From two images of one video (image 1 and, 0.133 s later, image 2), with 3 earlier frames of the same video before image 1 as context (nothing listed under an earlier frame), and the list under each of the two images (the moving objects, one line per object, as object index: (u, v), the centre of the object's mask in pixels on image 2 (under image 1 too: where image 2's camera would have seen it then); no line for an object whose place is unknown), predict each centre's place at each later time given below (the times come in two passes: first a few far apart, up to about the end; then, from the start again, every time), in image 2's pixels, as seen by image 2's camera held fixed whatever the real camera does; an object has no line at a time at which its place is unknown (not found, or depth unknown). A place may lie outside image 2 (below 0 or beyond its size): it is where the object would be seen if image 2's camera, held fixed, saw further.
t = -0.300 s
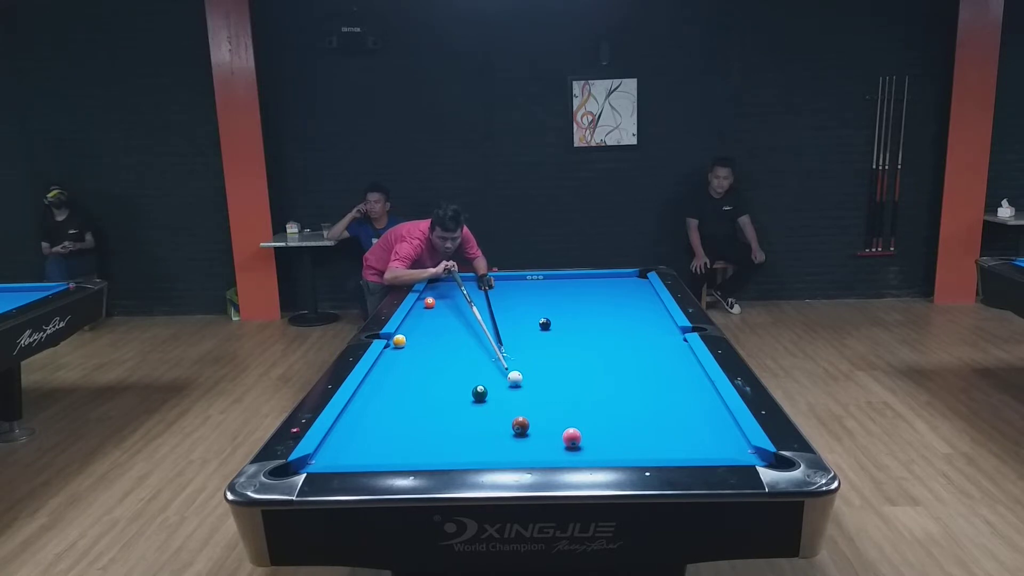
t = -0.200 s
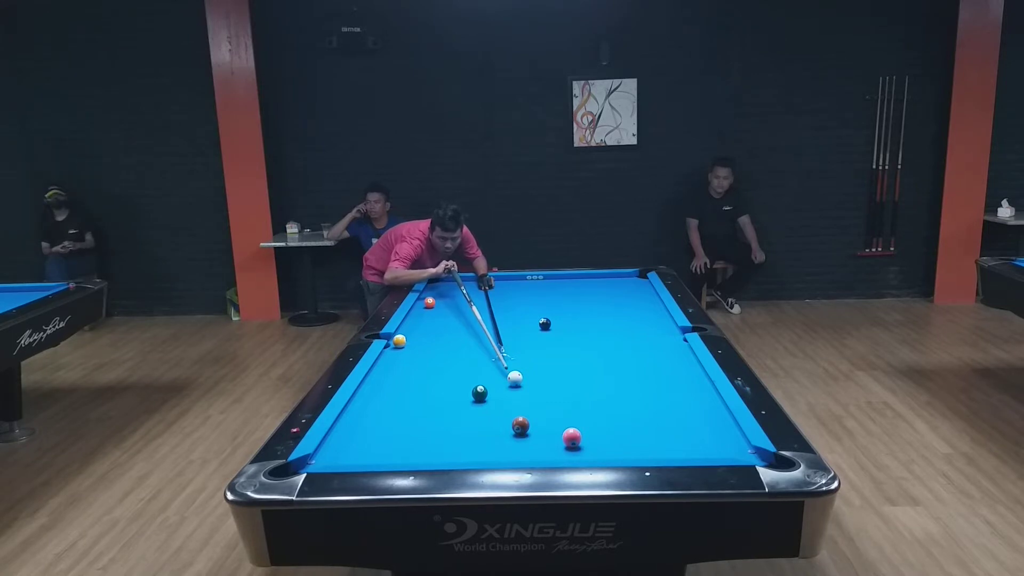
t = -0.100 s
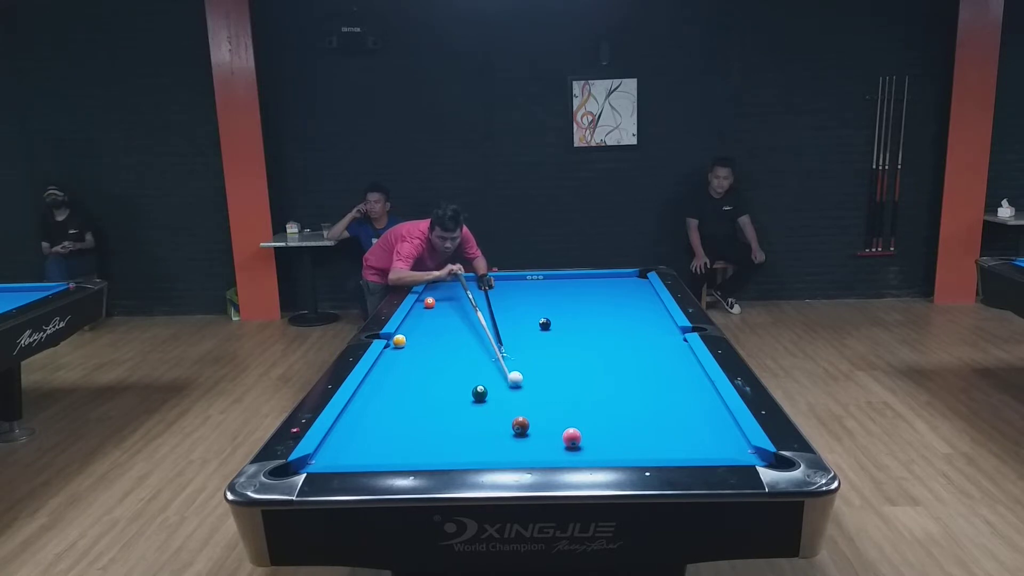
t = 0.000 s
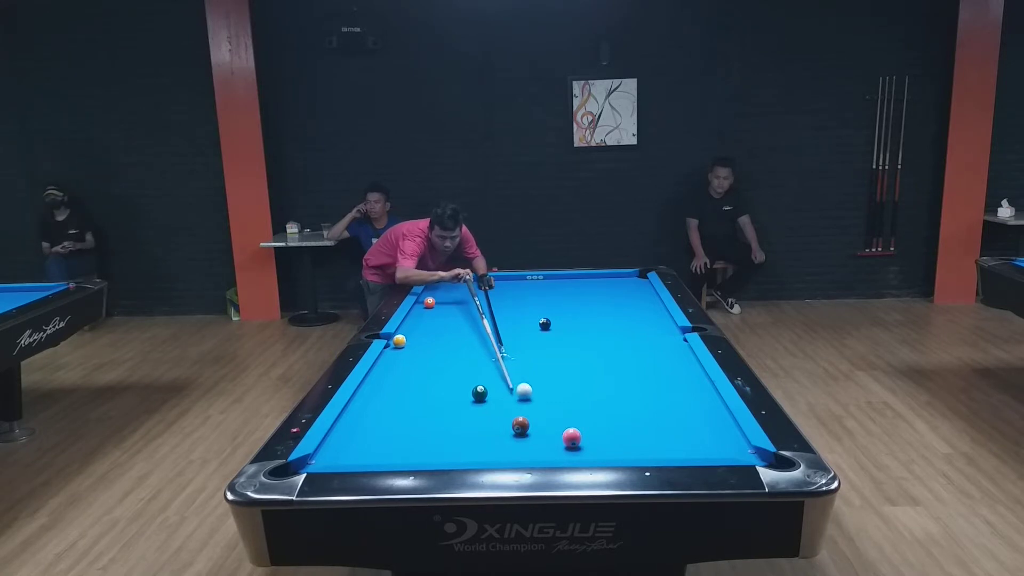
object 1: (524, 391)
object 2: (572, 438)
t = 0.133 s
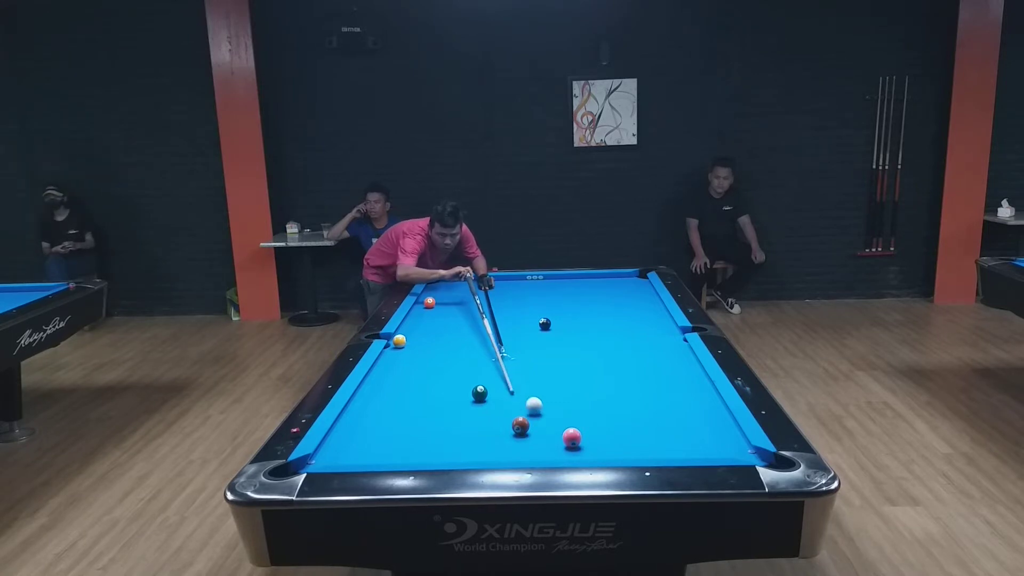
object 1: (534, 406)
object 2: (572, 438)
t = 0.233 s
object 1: (540, 416)
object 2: (572, 438)
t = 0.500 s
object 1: (550, 447)
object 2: (579, 438)
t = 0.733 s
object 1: (532, 451)
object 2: (597, 438)
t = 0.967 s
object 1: (506, 439)
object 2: (613, 439)
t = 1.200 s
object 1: (483, 427)
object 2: (628, 439)
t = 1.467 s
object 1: (459, 415)
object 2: (643, 439)
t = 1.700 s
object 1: (441, 407)
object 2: (655, 440)
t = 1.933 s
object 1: (424, 398)
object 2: (665, 440)
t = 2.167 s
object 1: (409, 391)
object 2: (674, 441)
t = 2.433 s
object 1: (394, 384)
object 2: (683, 441)
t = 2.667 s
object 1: (382, 378)
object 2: (689, 441)
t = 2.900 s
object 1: (376, 373)
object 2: (694, 441)
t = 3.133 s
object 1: (385, 370)
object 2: (697, 441)
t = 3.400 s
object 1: (394, 367)
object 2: (698, 441)
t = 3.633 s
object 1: (401, 364)
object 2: (699, 441)
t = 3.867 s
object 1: (408, 362)
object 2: (699, 441)
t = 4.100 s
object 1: (413, 360)
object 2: (699, 442)
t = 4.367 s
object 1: (418, 359)
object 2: (699, 441)
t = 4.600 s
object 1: (422, 357)
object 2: (699, 442)
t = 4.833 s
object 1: (424, 356)
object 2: (699, 442)
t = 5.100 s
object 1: (426, 355)
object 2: (699, 442)
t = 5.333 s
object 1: (427, 355)
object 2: (699, 442)
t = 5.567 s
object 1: (427, 354)
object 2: (699, 442)
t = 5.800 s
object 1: (428, 355)
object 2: (699, 442)
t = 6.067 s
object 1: (428, 355)
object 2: (699, 442)
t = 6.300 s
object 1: (428, 355)
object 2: (699, 442)
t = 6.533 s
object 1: (428, 354)
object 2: (699, 442)
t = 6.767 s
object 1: (428, 354)
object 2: (699, 442)
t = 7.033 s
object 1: (428, 354)
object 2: (699, 442)
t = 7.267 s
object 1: (428, 355)
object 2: (699, 442)
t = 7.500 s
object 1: (427, 355)
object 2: (699, 442)
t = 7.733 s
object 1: (427, 355)
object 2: (699, 442)
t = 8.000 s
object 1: (428, 354)
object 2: (699, 442)
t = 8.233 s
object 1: (428, 354)
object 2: (699, 442)
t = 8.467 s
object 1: (428, 354)
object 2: (699, 442)
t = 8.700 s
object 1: (428, 354)
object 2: (699, 442)
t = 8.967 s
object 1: (428, 354)
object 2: (699, 442)
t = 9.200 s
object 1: (428, 354)
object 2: (699, 442)
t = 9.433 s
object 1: (428, 354)
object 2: (699, 442)
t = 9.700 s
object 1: (428, 354)
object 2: (699, 442)
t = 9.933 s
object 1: (428, 354)
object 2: (699, 442)
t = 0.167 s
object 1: (536, 409)
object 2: (572, 438)
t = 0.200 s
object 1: (538, 412)
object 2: (572, 438)
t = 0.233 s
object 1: (540, 416)
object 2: (572, 438)
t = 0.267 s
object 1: (542, 420)
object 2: (572, 438)
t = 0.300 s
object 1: (545, 423)
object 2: (572, 438)
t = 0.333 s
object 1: (547, 427)
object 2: (572, 438)
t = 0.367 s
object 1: (550, 430)
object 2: (572, 438)
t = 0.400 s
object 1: (552, 435)
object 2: (572, 438)
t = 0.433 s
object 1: (552, 439)
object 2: (574, 438)
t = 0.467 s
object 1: (551, 442)
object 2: (577, 438)
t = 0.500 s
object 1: (550, 447)
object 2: (579, 438)
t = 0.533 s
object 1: (549, 450)
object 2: (582, 438)
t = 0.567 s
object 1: (548, 452)
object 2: (584, 438)
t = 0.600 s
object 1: (547, 455)
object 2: (587, 438)
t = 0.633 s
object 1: (544, 454)
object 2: (589, 438)
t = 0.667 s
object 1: (540, 453)
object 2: (592, 438)
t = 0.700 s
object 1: (536, 452)
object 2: (594, 438)
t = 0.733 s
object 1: (532, 451)
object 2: (597, 438)
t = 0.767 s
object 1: (528, 450)
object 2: (599, 438)
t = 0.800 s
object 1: (524, 449)
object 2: (601, 438)
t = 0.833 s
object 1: (521, 447)
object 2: (604, 438)
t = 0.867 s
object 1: (517, 445)
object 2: (606, 438)
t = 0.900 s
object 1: (513, 442)
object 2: (608, 438)
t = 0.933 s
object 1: (509, 441)
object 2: (611, 439)
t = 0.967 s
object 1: (506, 439)
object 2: (613, 439)
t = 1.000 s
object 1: (503, 438)
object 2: (615, 439)
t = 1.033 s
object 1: (499, 435)
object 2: (617, 439)
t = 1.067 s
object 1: (496, 433)
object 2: (619, 439)
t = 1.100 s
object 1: (492, 432)
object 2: (621, 439)
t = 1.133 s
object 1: (489, 430)
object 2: (623, 439)
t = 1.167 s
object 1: (486, 429)
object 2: (625, 439)
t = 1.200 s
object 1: (483, 427)
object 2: (628, 439)
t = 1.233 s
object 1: (480, 426)
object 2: (629, 439)
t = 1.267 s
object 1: (477, 424)
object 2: (631, 439)
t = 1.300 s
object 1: (474, 422)
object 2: (633, 439)
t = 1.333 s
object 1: (471, 421)
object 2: (635, 439)
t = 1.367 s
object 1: (468, 419)
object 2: (637, 439)
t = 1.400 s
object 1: (465, 418)
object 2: (639, 439)
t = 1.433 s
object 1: (462, 417)
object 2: (641, 439)
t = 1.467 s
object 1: (459, 415)
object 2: (643, 439)
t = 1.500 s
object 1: (456, 414)
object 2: (645, 439)
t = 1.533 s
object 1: (454, 413)
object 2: (646, 439)
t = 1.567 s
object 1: (451, 411)
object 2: (648, 440)
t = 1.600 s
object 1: (449, 410)
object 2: (650, 440)
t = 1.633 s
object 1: (446, 409)
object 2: (651, 440)
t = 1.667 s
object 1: (443, 408)
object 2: (653, 440)
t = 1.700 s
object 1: (441, 407)
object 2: (655, 440)
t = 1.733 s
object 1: (438, 405)
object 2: (656, 440)
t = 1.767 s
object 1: (436, 404)
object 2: (658, 440)
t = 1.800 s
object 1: (434, 403)
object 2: (659, 440)
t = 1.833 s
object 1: (431, 402)
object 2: (661, 440)
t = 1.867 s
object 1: (429, 401)
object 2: (662, 440)
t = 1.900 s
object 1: (427, 400)
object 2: (664, 440)
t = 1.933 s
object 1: (424, 398)
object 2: (665, 440)
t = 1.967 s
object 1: (422, 398)
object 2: (667, 440)
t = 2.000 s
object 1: (420, 396)
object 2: (668, 440)
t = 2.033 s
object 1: (418, 395)
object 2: (669, 441)
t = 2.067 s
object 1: (416, 394)
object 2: (671, 440)
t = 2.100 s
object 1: (414, 393)
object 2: (672, 441)
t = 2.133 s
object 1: (411, 392)
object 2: (673, 441)
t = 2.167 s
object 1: (409, 391)
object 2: (674, 441)
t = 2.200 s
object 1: (407, 390)
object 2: (675, 441)
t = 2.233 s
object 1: (405, 389)
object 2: (676, 441)
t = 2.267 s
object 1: (403, 388)
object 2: (678, 441)
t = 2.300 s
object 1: (401, 387)
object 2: (679, 441)
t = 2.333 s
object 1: (399, 386)
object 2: (680, 441)
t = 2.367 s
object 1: (397, 385)
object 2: (681, 441)
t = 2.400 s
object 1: (396, 385)
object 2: (682, 441)
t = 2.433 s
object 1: (394, 384)
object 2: (683, 441)
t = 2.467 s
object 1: (392, 383)
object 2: (684, 441)
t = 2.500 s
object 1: (390, 382)
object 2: (685, 441)
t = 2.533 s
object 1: (388, 381)
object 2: (686, 441)
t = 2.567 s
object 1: (387, 380)
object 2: (687, 441)
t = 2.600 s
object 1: (385, 379)
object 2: (687, 441)
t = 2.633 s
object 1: (383, 379)
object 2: (688, 441)
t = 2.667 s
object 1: (382, 378)
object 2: (689, 441)
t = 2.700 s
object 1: (380, 377)
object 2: (690, 441)
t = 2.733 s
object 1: (378, 377)
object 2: (691, 441)
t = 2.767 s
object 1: (377, 376)
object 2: (691, 441)
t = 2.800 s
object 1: (375, 375)
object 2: (692, 441)
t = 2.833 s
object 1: (374, 374)
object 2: (692, 441)
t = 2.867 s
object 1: (375, 374)
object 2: (693, 441)
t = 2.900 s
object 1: (376, 373)
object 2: (694, 441)
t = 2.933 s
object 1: (377, 373)
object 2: (694, 441)
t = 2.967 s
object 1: (378, 372)
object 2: (695, 441)
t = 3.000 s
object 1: (380, 372)
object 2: (695, 441)
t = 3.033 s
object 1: (381, 371)
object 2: (696, 441)
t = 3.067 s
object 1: (382, 371)
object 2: (696, 441)
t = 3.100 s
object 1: (384, 370)
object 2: (696, 441)
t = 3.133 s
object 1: (385, 370)
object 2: (697, 441)
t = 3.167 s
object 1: (386, 369)
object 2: (697, 441)
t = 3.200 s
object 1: (387, 369)
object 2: (697, 441)
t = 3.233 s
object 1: (388, 369)
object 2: (697, 441)
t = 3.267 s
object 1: (390, 368)
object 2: (698, 441)
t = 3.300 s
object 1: (391, 368)
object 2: (698, 441)
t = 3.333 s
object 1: (392, 367)
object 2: (698, 441)
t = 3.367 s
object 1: (393, 367)
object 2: (698, 441)
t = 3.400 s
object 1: (394, 367)
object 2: (698, 441)
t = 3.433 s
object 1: (395, 367)
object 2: (698, 441)
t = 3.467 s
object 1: (396, 366)
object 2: (698, 441)
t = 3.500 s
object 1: (397, 366)
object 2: (698, 441)
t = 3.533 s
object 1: (398, 365)
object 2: (699, 441)
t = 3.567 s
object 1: (399, 365)
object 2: (698, 441)
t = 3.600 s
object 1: (400, 365)
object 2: (699, 441)
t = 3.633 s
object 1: (401, 364)
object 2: (699, 441)
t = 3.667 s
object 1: (402, 364)
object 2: (699, 441)
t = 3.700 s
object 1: (403, 364)
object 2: (699, 441)
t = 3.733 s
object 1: (404, 363)
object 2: (699, 441)
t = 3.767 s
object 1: (405, 363)
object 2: (699, 441)
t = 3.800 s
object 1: (406, 363)
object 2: (699, 441)
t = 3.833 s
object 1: (407, 363)
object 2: (699, 441)
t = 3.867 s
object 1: (408, 362)
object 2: (699, 441)
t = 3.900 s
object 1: (408, 362)
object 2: (699, 441)
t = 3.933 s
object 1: (409, 362)
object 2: (699, 441)
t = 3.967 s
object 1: (410, 361)
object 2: (699, 441)
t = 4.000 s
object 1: (411, 361)
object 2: (699, 441)
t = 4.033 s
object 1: (412, 361)
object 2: (699, 442)
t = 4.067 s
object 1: (412, 361)
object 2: (699, 442)
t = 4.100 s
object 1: (413, 360)
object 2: (699, 442)
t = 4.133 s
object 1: (414, 360)
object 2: (699, 442)
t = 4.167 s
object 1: (415, 360)
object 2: (699, 442)
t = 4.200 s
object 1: (415, 360)
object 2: (699, 442)
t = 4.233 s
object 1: (416, 359)
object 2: (699, 441)
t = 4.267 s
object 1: (417, 359)
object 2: (699, 441)
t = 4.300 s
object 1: (417, 359)
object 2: (699, 441)
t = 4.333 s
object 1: (418, 359)
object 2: (699, 441)
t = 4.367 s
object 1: (418, 359)
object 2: (699, 441)
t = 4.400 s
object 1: (419, 358)
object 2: (699, 442)
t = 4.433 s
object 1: (420, 358)
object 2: (699, 442)
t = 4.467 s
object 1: (420, 358)
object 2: (699, 442)
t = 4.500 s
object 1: (421, 358)
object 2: (699, 442)
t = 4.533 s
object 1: (421, 358)
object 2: (699, 442)
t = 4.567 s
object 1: (421, 358)
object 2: (699, 441)
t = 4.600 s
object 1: (422, 357)
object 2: (699, 442)
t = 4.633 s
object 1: (422, 357)
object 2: (699, 442)
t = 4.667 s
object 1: (422, 357)
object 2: (699, 442)
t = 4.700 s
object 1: (423, 357)
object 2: (699, 442)
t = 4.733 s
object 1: (423, 357)
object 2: (699, 442)
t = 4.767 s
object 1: (423, 356)
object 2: (699, 442)
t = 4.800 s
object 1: (424, 356)
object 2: (699, 442)
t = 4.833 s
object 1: (424, 356)
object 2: (699, 442)
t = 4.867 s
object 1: (424, 356)
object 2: (699, 442)
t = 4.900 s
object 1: (424, 356)
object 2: (699, 442)
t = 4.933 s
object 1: (425, 356)
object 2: (699, 442)
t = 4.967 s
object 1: (425, 356)
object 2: (699, 442)
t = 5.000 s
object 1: (425, 355)
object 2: (699, 442)
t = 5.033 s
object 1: (425, 355)
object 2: (699, 442)
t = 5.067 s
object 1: (425, 355)
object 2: (699, 442)
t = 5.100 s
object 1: (426, 355)
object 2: (699, 442)
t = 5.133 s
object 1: (426, 355)
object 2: (699, 442)
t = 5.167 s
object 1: (426, 355)
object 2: (699, 442)
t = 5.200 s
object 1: (426, 355)
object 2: (699, 442)
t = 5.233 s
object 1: (426, 355)
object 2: (699, 442)
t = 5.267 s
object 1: (426, 355)
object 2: (699, 442)
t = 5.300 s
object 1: (427, 355)
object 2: (699, 442)
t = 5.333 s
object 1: (427, 355)
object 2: (699, 442)
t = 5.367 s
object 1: (427, 355)
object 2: (699, 442)
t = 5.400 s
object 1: (427, 355)
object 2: (699, 442)
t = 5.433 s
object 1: (427, 355)
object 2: (699, 442)
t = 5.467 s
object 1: (427, 354)
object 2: (699, 442)
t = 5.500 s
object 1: (427, 354)
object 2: (699, 442)
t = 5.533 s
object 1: (427, 354)
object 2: (699, 442)
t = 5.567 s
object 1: (427, 354)
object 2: (699, 442)
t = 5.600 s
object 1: (427, 354)
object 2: (699, 441)
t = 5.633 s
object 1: (427, 354)
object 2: (699, 442)
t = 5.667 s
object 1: (427, 354)
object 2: (699, 442)
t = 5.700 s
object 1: (428, 354)
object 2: (699, 442)
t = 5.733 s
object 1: (428, 354)
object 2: (699, 442)
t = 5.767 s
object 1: (428, 355)
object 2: (699, 442)
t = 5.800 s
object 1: (428, 355)
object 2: (699, 442)
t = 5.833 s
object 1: (428, 354)
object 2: (699, 442)
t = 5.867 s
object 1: (428, 355)
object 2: (699, 442)
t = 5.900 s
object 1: (428, 355)
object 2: (699, 442)
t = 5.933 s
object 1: (428, 354)
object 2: (699, 442)
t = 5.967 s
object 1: (428, 354)
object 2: (699, 442)
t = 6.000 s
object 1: (428, 354)
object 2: (699, 442)
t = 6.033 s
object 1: (428, 354)
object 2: (699, 442)
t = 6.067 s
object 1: (428, 355)
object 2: (699, 442)
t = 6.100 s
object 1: (428, 354)
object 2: (699, 442)
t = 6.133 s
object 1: (428, 354)
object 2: (699, 442)
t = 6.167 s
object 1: (428, 355)
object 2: (699, 442)
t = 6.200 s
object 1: (428, 354)
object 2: (699, 442)
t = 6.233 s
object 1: (428, 354)
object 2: (699, 442)
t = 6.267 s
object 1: (428, 355)
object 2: (699, 442)
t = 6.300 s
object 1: (428, 355)
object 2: (699, 442)
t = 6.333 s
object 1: (428, 354)
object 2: (699, 442)
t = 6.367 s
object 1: (428, 355)
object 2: (699, 442)
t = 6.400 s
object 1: (428, 354)
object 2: (699, 442)
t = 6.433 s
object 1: (428, 354)
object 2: (699, 442)
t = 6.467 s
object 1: (428, 355)
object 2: (699, 442)
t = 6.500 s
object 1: (428, 354)
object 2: (699, 442)
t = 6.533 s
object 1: (428, 354)
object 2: (699, 442)
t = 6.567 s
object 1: (428, 355)
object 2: (699, 442)
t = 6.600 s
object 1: (428, 354)
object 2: (699, 442)
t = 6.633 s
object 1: (428, 354)
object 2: (699, 442)
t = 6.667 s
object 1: (428, 355)
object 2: (699, 442)
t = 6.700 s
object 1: (428, 355)
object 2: (699, 442)
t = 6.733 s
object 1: (428, 355)
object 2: (699, 442)
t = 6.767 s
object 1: (428, 354)
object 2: (699, 442)
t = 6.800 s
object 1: (428, 355)
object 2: (699, 442)
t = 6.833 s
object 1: (428, 355)
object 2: (699, 442)
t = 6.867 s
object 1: (428, 355)
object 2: (699, 442)
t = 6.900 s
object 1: (428, 355)
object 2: (699, 442)
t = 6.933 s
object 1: (428, 355)
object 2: (699, 442)
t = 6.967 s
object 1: (428, 355)
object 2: (699, 442)
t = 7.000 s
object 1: (428, 355)
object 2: (699, 442)
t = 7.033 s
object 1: (428, 354)
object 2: (699, 442)
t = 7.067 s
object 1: (428, 355)
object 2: (699, 442)
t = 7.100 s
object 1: (428, 355)
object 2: (699, 442)
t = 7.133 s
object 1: (428, 354)
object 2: (699, 442)
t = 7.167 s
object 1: (428, 355)
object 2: (699, 442)
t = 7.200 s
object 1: (428, 355)
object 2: (699, 442)
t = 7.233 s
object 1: (428, 354)
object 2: (699, 442)
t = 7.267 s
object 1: (428, 355)
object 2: (699, 442)
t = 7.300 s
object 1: (428, 355)
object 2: (699, 442)
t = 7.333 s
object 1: (428, 354)
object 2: (699, 442)
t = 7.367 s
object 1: (428, 354)
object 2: (699, 442)
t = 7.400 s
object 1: (428, 354)
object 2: (699, 442)
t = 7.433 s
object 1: (428, 354)
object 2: (699, 442)
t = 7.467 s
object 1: (427, 355)
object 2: (699, 442)
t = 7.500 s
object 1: (427, 355)
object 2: (699, 442)
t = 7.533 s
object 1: (427, 355)
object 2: (699, 442)
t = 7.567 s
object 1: (428, 354)
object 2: (699, 442)
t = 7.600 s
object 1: (428, 354)
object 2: (699, 442)
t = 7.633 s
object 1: (428, 354)
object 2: (699, 442)
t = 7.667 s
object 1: (427, 355)
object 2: (699, 442)
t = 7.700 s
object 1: (427, 355)
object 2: (699, 442)
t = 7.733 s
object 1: (427, 355)
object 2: (699, 442)
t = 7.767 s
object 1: (428, 354)
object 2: (699, 442)
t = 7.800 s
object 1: (428, 354)
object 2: (699, 442)
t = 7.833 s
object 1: (428, 354)
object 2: (699, 442)
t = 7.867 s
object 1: (428, 355)
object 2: (699, 442)
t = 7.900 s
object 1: (428, 354)
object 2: (699, 442)
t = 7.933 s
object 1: (428, 354)
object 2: (699, 442)
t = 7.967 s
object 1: (428, 354)
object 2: (699, 442)
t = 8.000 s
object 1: (428, 354)
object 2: (699, 442)
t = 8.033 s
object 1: (428, 354)
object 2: (699, 442)
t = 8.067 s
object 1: (428, 354)
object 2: (699, 442)
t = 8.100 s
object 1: (428, 354)
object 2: (699, 442)
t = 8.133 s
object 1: (428, 354)
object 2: (699, 442)
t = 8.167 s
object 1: (428, 354)
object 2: (699, 442)
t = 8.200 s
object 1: (428, 354)
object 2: (699, 442)
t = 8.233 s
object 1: (428, 354)
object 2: (699, 442)
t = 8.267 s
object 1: (428, 354)
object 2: (699, 442)
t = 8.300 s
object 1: (428, 354)
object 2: (699, 442)
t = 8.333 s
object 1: (428, 354)
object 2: (699, 442)
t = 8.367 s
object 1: (428, 354)
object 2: (699, 442)
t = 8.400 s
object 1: (428, 354)
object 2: (699, 442)
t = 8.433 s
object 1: (428, 354)
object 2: (699, 442)
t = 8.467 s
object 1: (428, 354)
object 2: (699, 442)
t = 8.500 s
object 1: (428, 354)
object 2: (699, 442)
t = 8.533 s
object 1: (428, 354)
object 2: (699, 442)
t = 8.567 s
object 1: (428, 354)
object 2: (699, 442)
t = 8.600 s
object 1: (428, 354)
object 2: (699, 442)
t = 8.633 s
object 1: (428, 354)
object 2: (699, 442)
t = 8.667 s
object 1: (428, 354)
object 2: (699, 442)
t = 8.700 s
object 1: (428, 354)
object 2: (699, 442)
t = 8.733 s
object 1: (428, 354)
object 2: (699, 442)
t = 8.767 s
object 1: (428, 354)
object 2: (699, 442)
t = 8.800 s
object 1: (428, 354)
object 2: (699, 442)
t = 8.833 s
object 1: (428, 354)
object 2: (699, 442)
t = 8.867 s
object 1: (428, 354)
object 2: (699, 442)
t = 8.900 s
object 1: (428, 354)
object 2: (699, 442)
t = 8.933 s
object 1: (428, 354)
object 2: (699, 442)
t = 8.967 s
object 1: (428, 354)
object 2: (699, 442)
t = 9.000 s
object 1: (428, 354)
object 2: (699, 442)
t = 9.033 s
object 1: (428, 354)
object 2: (699, 442)
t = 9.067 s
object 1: (428, 354)
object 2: (699, 442)
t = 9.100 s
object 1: (428, 354)
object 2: (699, 442)
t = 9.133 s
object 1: (428, 354)
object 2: (699, 442)
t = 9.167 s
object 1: (428, 354)
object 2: (699, 442)
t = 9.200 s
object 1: (428, 354)
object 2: (699, 442)
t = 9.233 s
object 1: (428, 354)
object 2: (699, 442)
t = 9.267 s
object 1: (428, 355)
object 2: (699, 442)
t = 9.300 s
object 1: (428, 354)
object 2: (699, 442)
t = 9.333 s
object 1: (428, 354)
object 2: (699, 442)
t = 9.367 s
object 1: (428, 354)
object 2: (699, 442)
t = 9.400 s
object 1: (428, 354)
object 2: (699, 442)
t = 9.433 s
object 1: (428, 354)
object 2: (699, 442)
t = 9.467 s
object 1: (428, 355)
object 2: (699, 442)
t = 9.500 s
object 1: (428, 354)
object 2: (699, 442)
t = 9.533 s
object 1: (428, 354)
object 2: (699, 442)
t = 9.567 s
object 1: (428, 354)
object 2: (699, 442)
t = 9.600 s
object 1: (428, 354)
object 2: (699, 442)
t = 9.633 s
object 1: (428, 354)
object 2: (699, 442)
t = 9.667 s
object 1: (428, 354)
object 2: (699, 442)
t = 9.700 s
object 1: (428, 354)
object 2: (699, 442)
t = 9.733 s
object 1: (428, 354)
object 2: (699, 442)
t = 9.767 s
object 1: (428, 354)
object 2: (699, 442)
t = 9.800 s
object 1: (428, 354)
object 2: (699, 442)
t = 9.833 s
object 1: (428, 354)
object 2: (699, 442)
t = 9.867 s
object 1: (428, 354)
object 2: (699, 442)
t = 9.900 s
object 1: (428, 354)
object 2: (699, 442)
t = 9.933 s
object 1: (428, 354)
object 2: (699, 442)
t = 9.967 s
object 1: (428, 354)
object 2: (699, 442)
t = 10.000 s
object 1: (428, 354)
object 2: (699, 442)
